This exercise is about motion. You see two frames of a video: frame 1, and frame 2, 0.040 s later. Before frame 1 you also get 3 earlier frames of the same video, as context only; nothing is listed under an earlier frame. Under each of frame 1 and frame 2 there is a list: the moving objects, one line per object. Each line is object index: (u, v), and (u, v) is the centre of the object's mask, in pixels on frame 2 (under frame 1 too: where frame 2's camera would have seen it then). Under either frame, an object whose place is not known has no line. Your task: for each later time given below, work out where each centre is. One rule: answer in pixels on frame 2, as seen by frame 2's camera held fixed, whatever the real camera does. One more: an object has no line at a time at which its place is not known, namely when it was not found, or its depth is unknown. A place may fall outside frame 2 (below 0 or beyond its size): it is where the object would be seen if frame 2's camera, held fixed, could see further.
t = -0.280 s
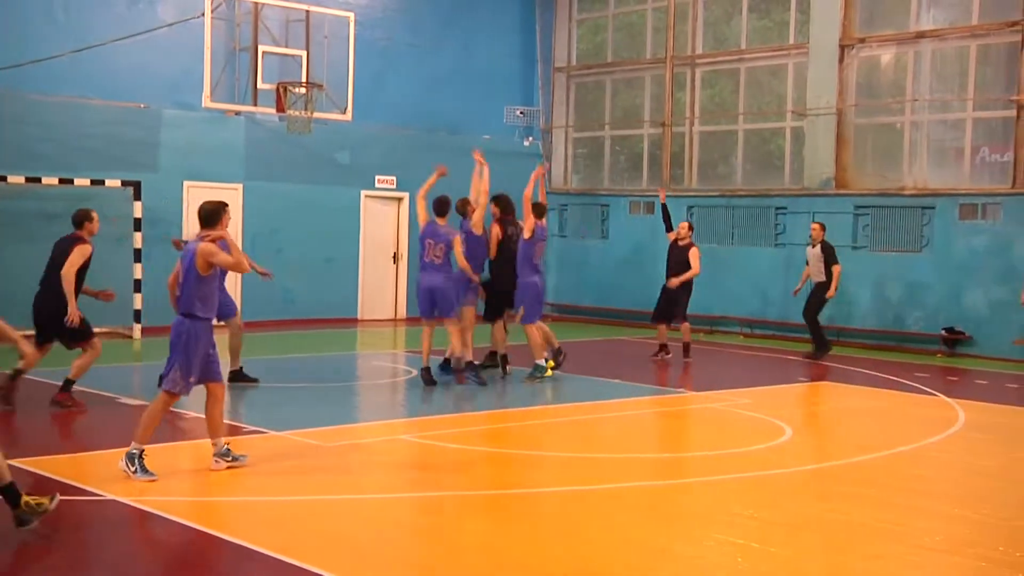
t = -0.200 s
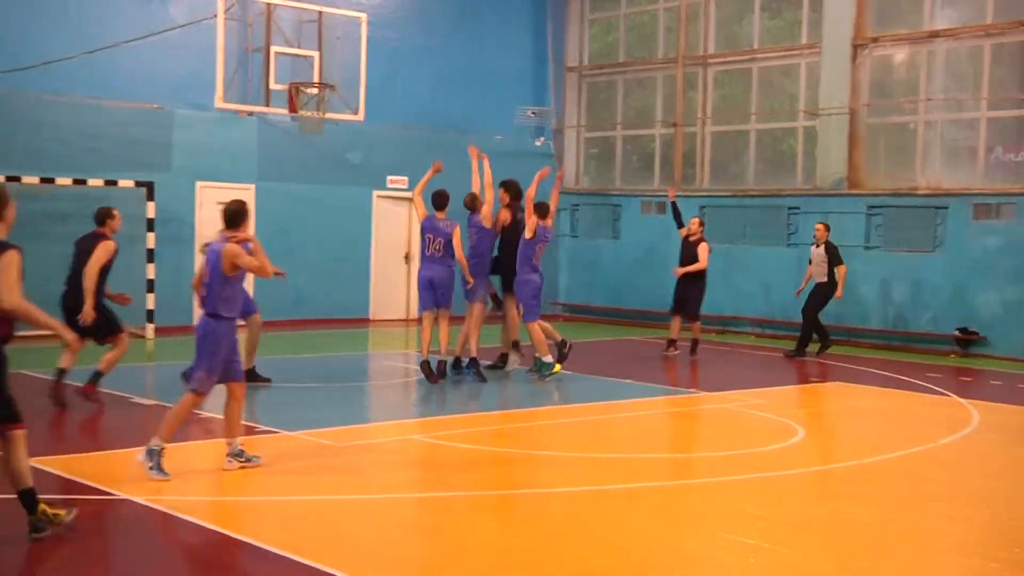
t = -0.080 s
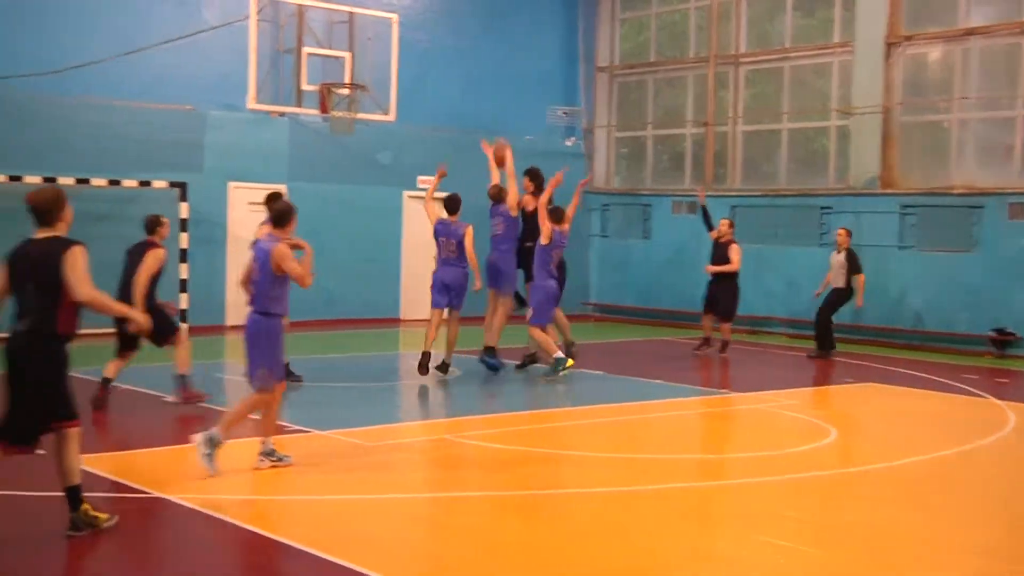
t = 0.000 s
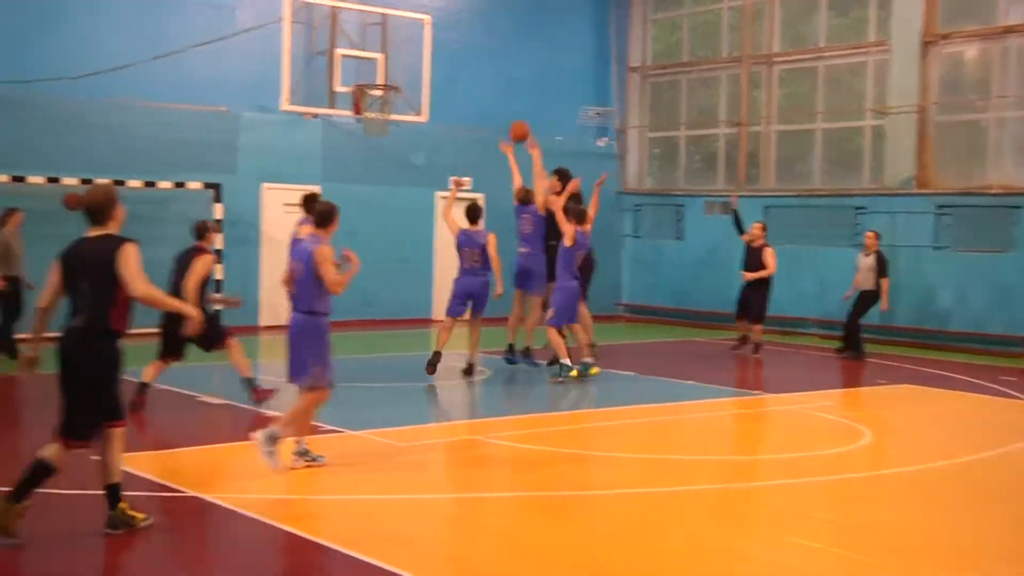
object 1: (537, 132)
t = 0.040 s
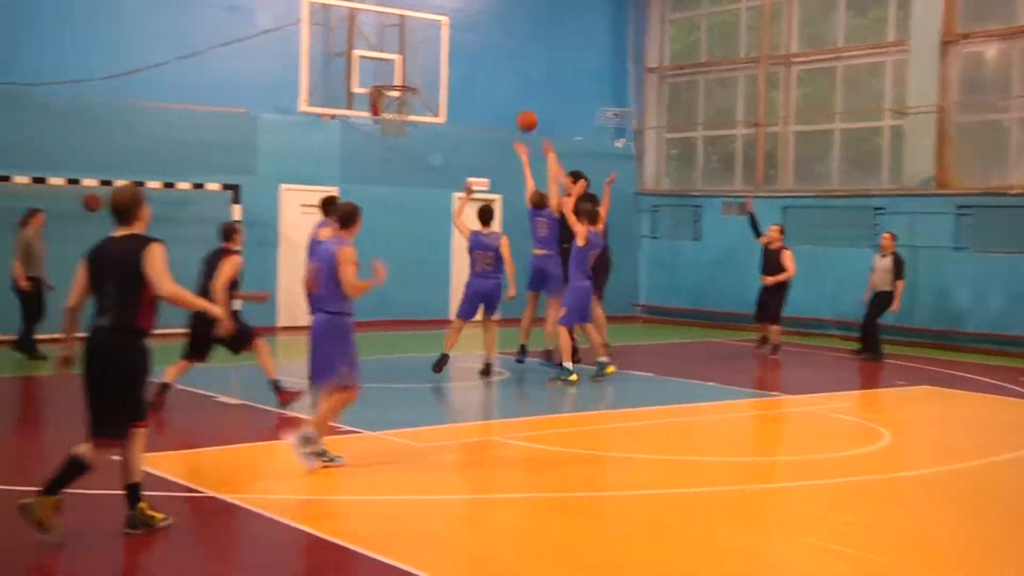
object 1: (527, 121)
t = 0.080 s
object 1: (517, 110)
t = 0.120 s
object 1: (507, 101)
